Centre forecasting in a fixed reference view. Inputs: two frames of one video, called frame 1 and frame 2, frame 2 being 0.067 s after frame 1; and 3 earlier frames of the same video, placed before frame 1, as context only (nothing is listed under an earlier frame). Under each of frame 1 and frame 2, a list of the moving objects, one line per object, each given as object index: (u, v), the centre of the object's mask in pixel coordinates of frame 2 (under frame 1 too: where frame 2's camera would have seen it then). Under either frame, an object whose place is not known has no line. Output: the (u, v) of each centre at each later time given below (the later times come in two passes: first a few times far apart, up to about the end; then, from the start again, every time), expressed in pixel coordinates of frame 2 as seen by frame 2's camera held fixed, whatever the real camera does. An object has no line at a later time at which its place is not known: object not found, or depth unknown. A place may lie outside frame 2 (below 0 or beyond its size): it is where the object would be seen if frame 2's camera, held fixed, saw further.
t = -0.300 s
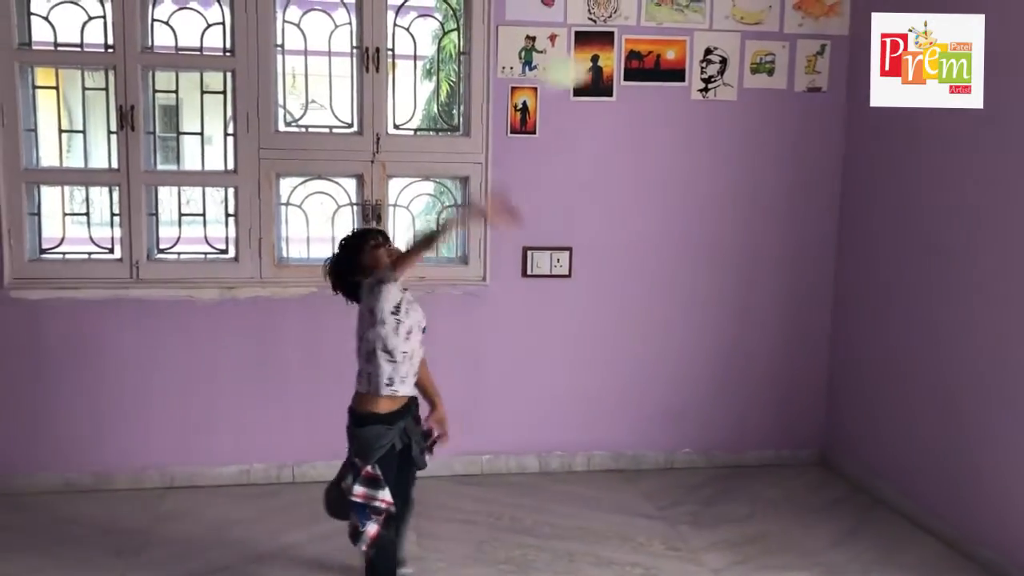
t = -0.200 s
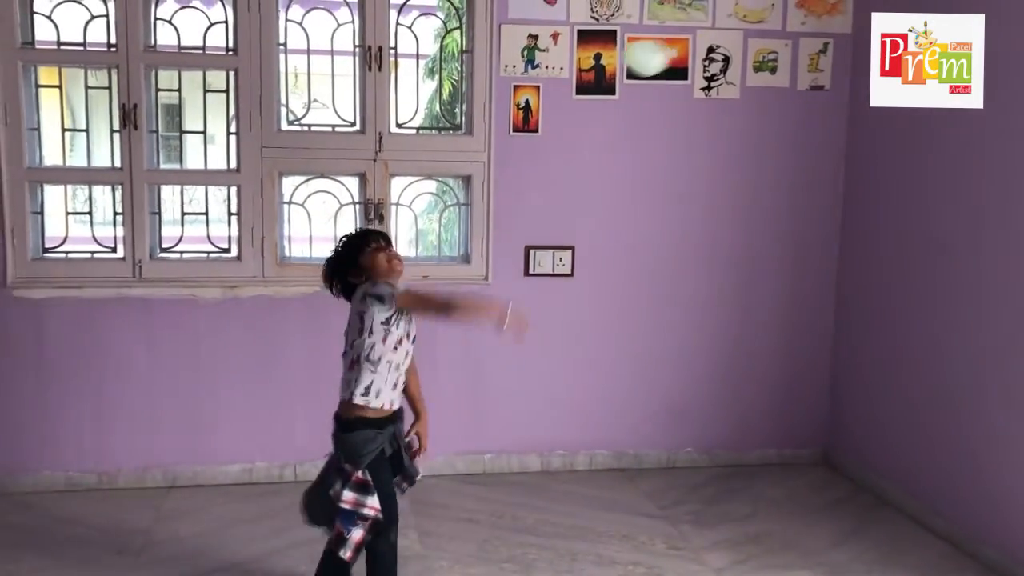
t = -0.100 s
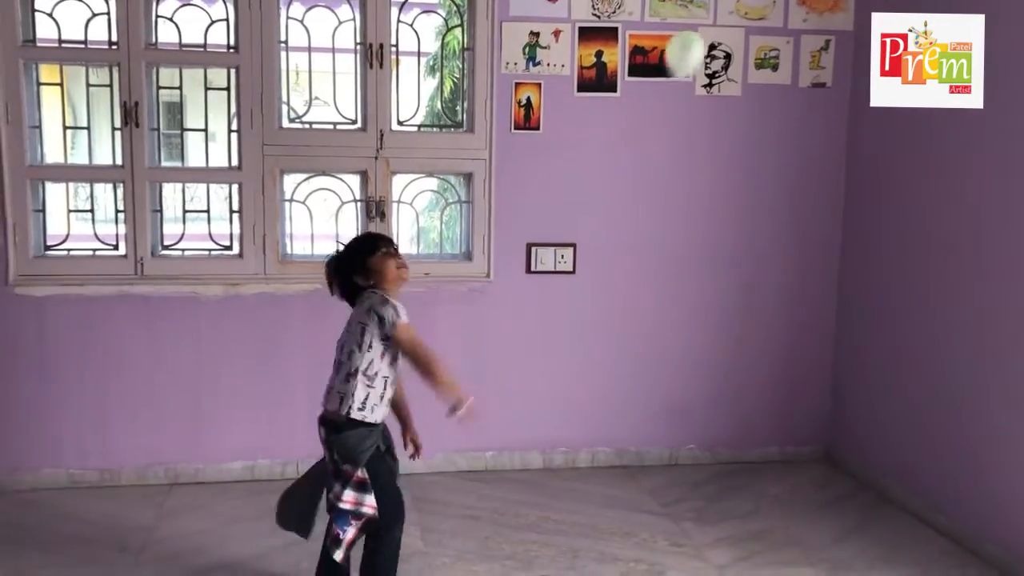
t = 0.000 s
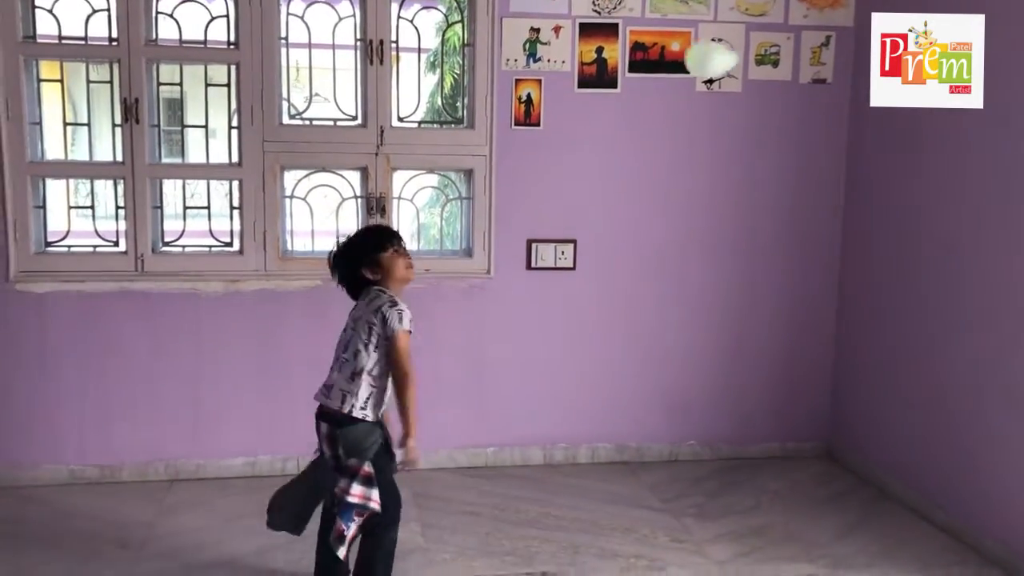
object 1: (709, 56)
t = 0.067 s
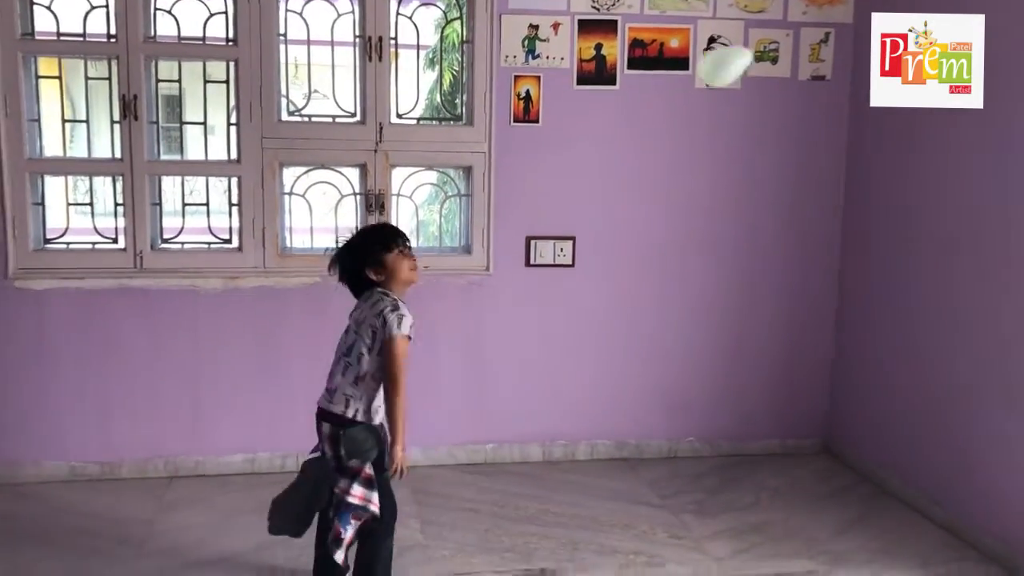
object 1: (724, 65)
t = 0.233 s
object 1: (752, 96)
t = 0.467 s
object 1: (777, 157)
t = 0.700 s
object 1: (785, 230)
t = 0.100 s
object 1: (731, 70)
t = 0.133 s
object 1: (737, 76)
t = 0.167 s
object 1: (742, 82)
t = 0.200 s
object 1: (747, 89)
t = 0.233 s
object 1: (752, 96)
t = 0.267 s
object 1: (757, 102)
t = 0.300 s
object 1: (762, 109)
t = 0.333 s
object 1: (766, 118)
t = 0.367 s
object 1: (770, 127)
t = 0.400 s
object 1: (772, 137)
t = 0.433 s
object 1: (775, 147)
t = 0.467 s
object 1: (777, 157)
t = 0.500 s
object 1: (779, 167)
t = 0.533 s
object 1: (780, 178)
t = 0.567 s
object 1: (781, 189)
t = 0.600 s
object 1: (781, 200)
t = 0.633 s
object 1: (782, 211)
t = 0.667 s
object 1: (783, 221)
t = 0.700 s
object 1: (785, 230)
